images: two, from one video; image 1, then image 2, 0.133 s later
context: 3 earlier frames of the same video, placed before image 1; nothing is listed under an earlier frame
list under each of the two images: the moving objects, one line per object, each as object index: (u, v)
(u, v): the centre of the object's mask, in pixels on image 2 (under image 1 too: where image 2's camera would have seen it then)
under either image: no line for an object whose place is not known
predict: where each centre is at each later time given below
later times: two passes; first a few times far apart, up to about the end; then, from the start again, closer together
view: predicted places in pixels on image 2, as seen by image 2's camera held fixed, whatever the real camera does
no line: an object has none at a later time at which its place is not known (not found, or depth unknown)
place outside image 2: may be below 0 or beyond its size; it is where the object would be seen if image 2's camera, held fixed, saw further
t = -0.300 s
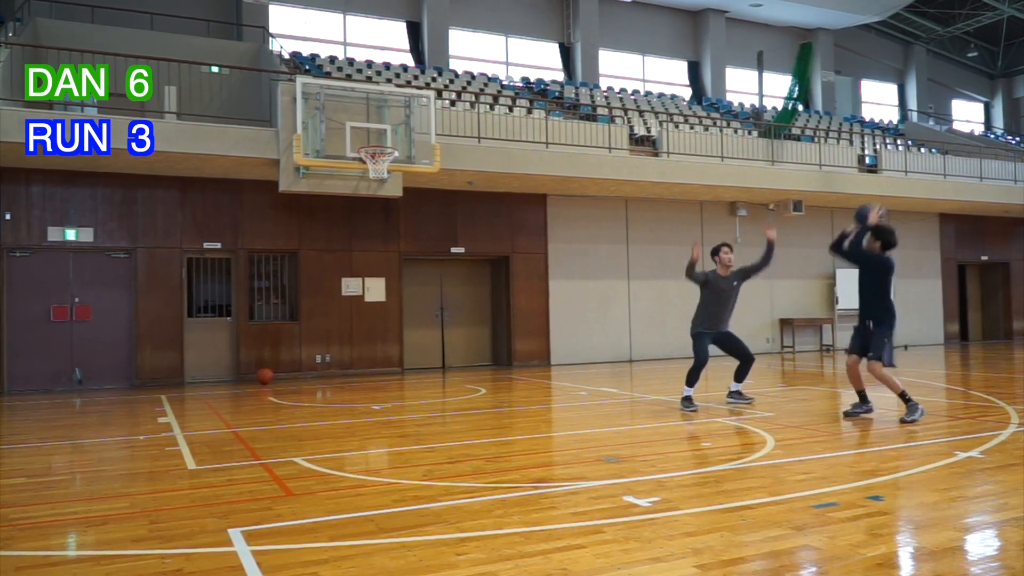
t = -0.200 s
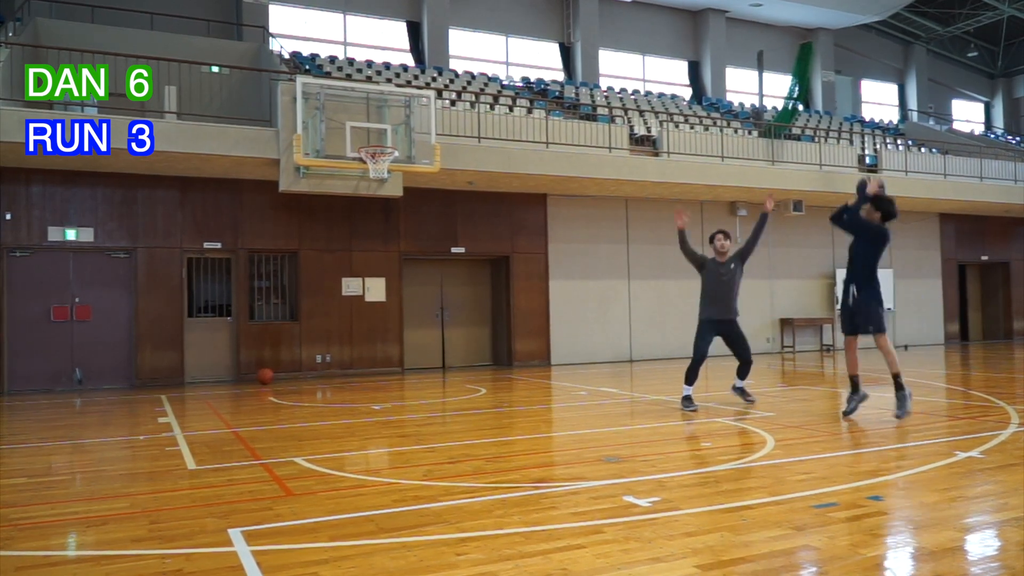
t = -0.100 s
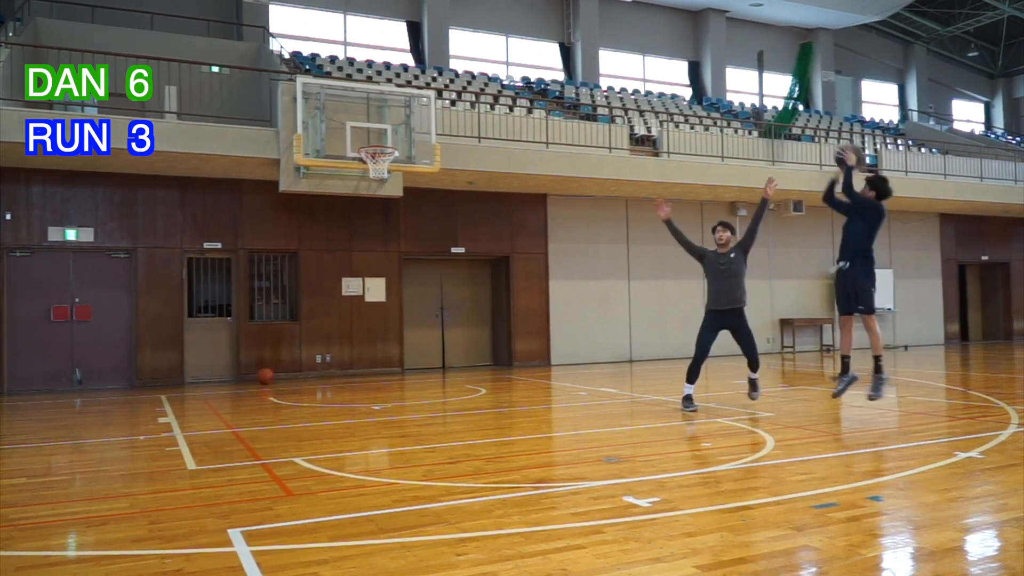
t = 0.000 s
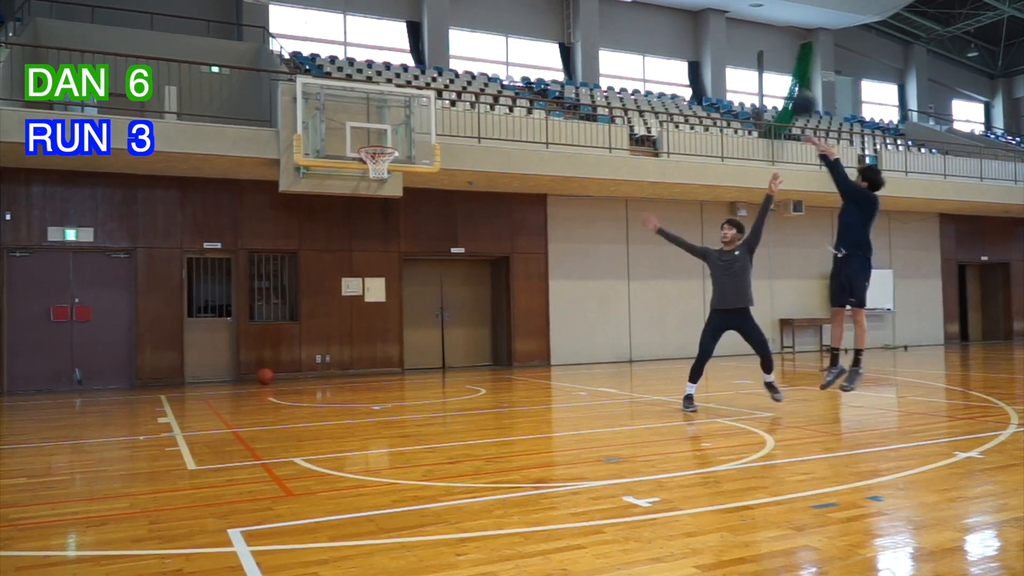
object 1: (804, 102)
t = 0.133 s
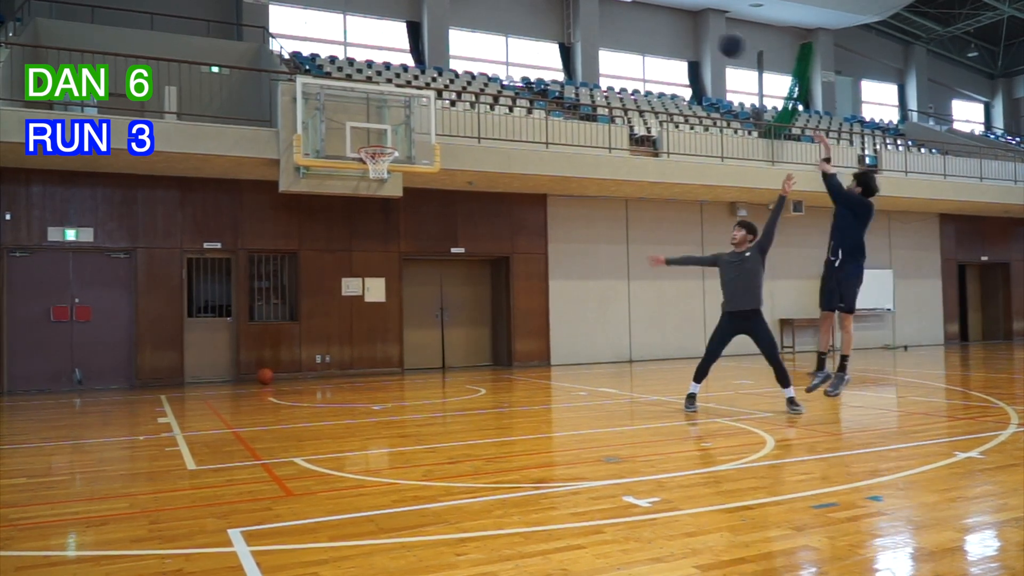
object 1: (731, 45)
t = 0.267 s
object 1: (668, 9)
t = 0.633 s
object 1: (523, 5)
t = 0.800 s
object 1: (468, 32)
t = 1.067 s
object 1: (393, 123)
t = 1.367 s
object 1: (370, 206)
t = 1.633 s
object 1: (368, 319)
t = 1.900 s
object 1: (377, 334)
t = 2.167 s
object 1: (396, 275)
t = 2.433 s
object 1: (417, 273)
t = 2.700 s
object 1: (442, 338)
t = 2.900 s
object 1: (460, 380)
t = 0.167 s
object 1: (715, 35)
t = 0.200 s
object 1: (699, 24)
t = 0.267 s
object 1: (668, 9)
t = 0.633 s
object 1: (523, 5)
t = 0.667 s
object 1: (511, 7)
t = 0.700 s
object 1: (500, 11)
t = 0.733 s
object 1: (489, 18)
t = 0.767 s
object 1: (478, 24)
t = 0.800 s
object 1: (468, 32)
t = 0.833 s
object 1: (458, 42)
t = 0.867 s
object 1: (447, 51)
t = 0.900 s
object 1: (437, 62)
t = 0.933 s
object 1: (428, 73)
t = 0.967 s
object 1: (418, 85)
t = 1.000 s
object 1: (409, 98)
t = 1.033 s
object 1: (401, 110)
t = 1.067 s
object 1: (393, 123)
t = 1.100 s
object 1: (384, 138)
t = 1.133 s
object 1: (374, 154)
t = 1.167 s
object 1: (371, 163)
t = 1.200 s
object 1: (371, 169)
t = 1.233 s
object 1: (371, 175)
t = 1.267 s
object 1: (370, 181)
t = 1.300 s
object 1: (370, 189)
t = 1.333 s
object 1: (370, 196)
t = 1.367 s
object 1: (370, 206)
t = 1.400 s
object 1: (370, 218)
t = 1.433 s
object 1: (370, 229)
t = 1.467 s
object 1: (370, 242)
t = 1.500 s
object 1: (369, 255)
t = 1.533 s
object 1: (369, 270)
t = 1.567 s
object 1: (368, 286)
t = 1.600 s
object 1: (368, 302)
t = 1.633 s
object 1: (368, 319)
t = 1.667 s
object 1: (368, 337)
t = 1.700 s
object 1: (368, 357)
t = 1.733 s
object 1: (367, 376)
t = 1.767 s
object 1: (368, 384)
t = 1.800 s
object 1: (370, 371)
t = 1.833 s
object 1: (373, 358)
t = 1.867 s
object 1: (375, 345)
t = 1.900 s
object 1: (377, 334)
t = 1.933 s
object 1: (379, 324)
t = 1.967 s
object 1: (382, 314)
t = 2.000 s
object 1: (383, 306)
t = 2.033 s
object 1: (386, 298)
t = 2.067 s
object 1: (389, 290)
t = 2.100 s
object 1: (391, 284)
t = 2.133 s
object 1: (393, 279)
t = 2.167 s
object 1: (396, 275)
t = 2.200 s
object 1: (398, 271)
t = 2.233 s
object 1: (401, 268)
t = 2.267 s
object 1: (403, 267)
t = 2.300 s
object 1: (406, 266)
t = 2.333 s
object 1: (409, 266)
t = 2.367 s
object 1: (411, 267)
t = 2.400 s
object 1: (414, 269)
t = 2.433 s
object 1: (417, 273)
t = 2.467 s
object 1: (420, 276)
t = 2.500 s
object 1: (423, 282)
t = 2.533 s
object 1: (426, 288)
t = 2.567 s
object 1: (429, 297)
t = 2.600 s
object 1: (432, 305)
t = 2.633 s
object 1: (435, 315)
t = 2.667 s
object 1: (439, 326)
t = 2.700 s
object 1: (442, 338)
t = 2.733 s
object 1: (445, 351)
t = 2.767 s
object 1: (449, 365)
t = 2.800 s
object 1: (452, 381)
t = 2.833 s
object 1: (456, 399)
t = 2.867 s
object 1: (458, 391)
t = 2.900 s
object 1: (460, 380)
